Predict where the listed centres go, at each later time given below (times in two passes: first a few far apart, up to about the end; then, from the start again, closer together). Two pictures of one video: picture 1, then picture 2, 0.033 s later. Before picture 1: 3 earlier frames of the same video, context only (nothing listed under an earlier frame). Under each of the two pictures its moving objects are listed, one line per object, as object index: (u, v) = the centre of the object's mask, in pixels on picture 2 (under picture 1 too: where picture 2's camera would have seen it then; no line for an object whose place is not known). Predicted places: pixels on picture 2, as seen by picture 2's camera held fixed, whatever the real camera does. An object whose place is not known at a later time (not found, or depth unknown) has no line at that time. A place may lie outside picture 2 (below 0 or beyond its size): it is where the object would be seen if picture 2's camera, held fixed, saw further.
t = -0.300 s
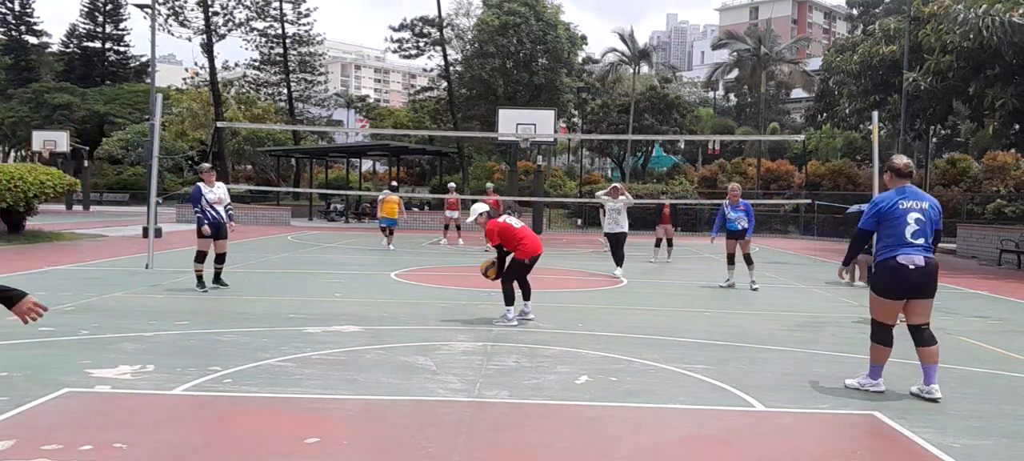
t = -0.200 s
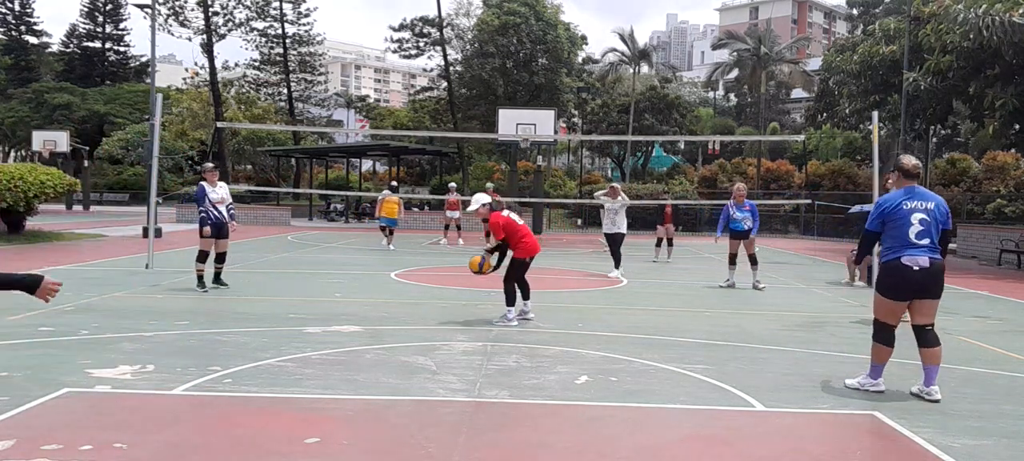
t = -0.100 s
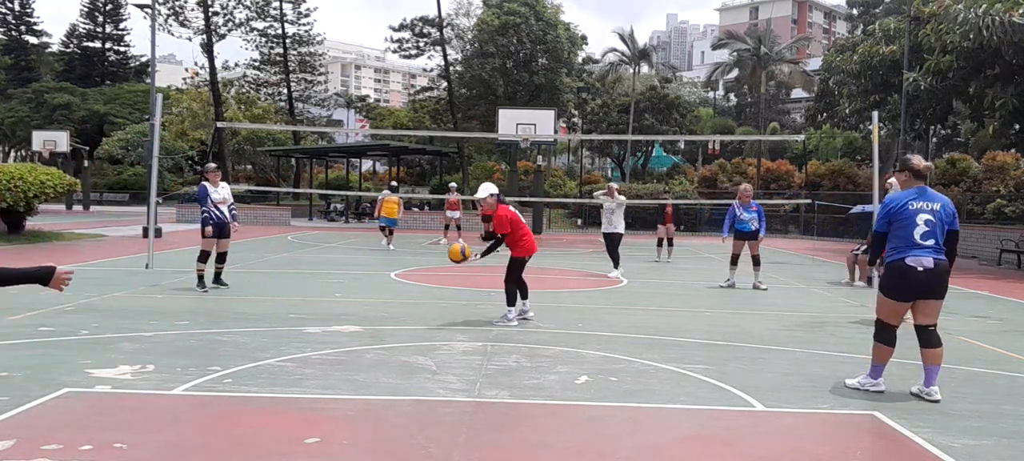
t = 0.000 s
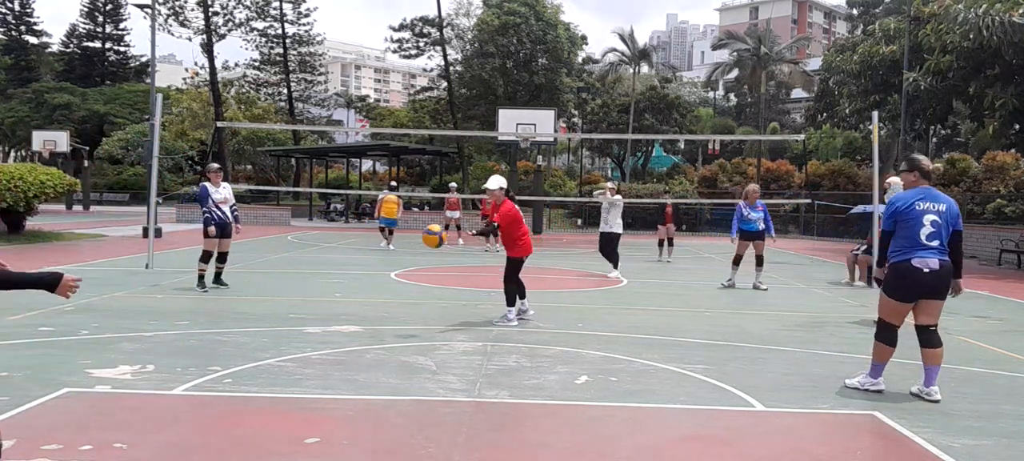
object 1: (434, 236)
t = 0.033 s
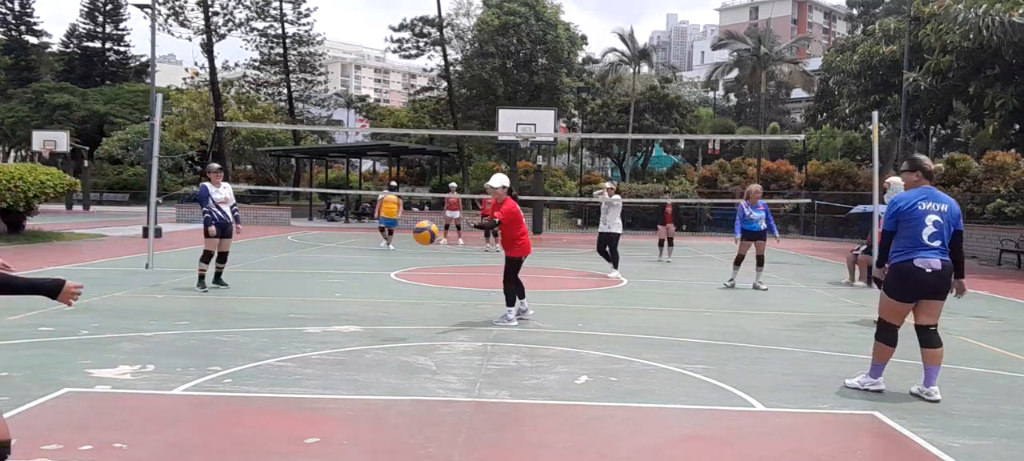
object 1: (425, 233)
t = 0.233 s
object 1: (363, 237)
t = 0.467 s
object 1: (262, 322)
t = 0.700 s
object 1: (151, 325)
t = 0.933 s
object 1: (25, 285)
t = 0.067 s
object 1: (416, 230)
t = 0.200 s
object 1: (375, 232)
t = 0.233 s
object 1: (363, 237)
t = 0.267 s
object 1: (352, 243)
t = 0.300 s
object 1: (338, 251)
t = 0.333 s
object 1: (324, 260)
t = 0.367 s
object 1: (310, 272)
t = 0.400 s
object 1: (295, 286)
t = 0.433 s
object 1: (279, 303)
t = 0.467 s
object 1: (262, 322)
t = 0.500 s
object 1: (244, 344)
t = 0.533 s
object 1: (226, 369)
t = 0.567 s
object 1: (209, 383)
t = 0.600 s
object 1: (195, 367)
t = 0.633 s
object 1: (180, 352)
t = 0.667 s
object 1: (166, 338)
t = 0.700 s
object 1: (151, 325)
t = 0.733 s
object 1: (135, 313)
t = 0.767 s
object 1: (118, 304)
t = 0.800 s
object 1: (100, 296)
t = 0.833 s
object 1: (83, 290)
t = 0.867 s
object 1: (63, 286)
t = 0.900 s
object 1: (44, 285)
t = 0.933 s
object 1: (25, 285)
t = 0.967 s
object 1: (13, 287)
